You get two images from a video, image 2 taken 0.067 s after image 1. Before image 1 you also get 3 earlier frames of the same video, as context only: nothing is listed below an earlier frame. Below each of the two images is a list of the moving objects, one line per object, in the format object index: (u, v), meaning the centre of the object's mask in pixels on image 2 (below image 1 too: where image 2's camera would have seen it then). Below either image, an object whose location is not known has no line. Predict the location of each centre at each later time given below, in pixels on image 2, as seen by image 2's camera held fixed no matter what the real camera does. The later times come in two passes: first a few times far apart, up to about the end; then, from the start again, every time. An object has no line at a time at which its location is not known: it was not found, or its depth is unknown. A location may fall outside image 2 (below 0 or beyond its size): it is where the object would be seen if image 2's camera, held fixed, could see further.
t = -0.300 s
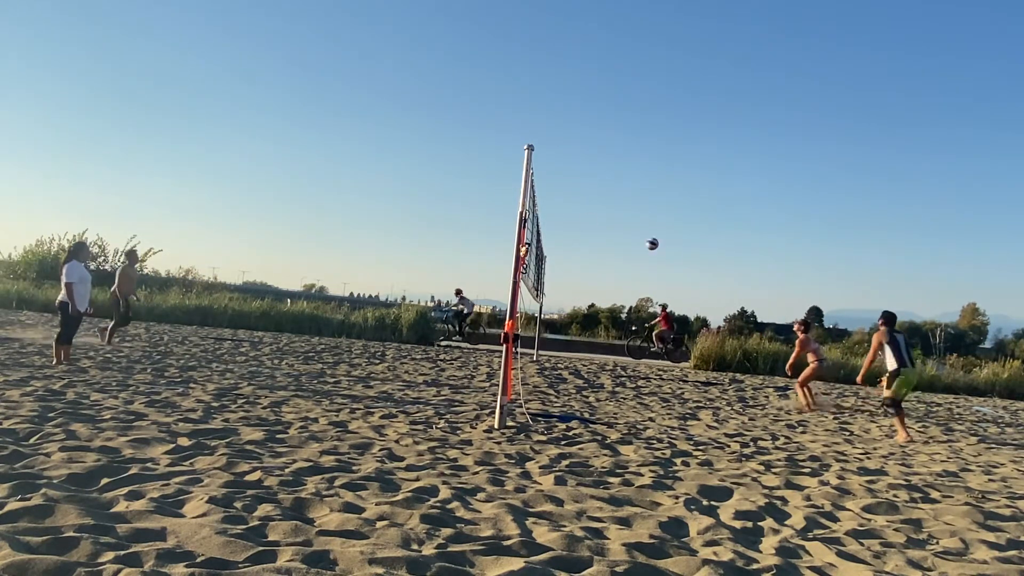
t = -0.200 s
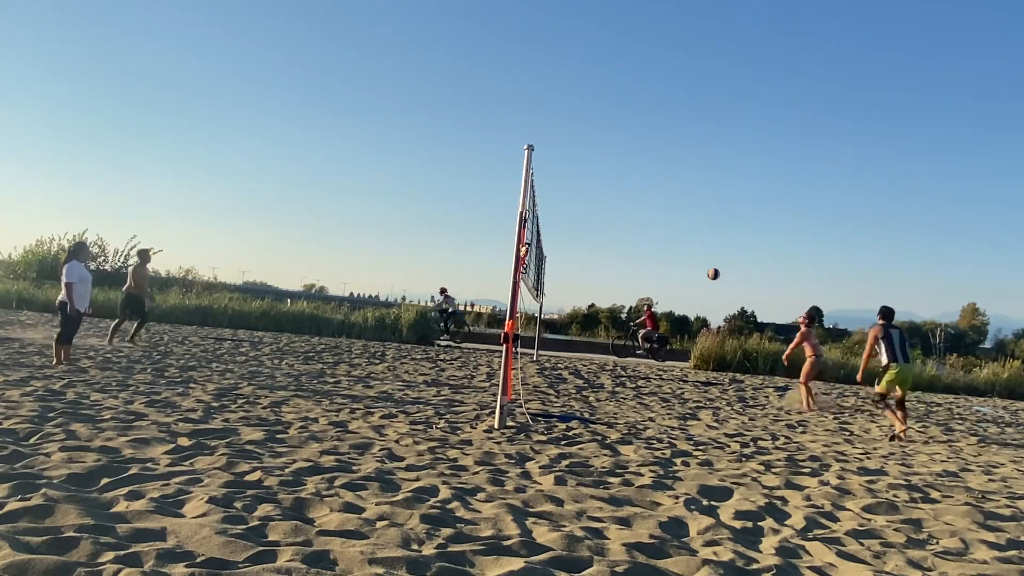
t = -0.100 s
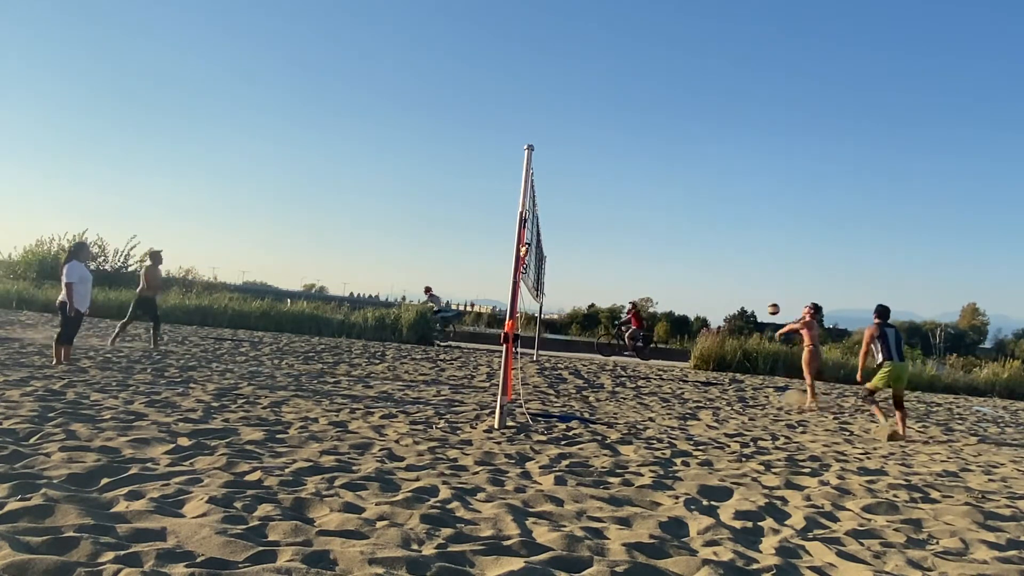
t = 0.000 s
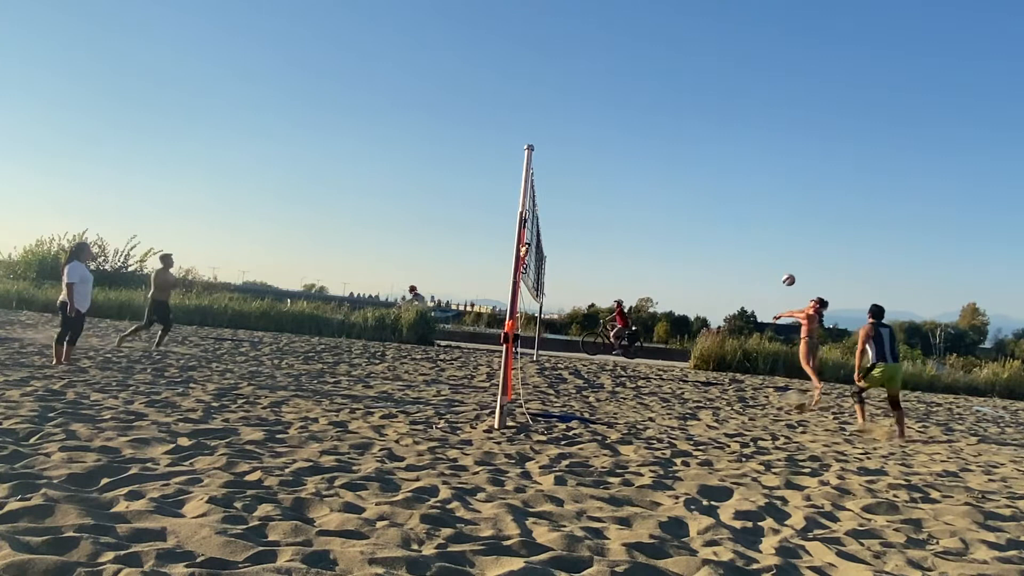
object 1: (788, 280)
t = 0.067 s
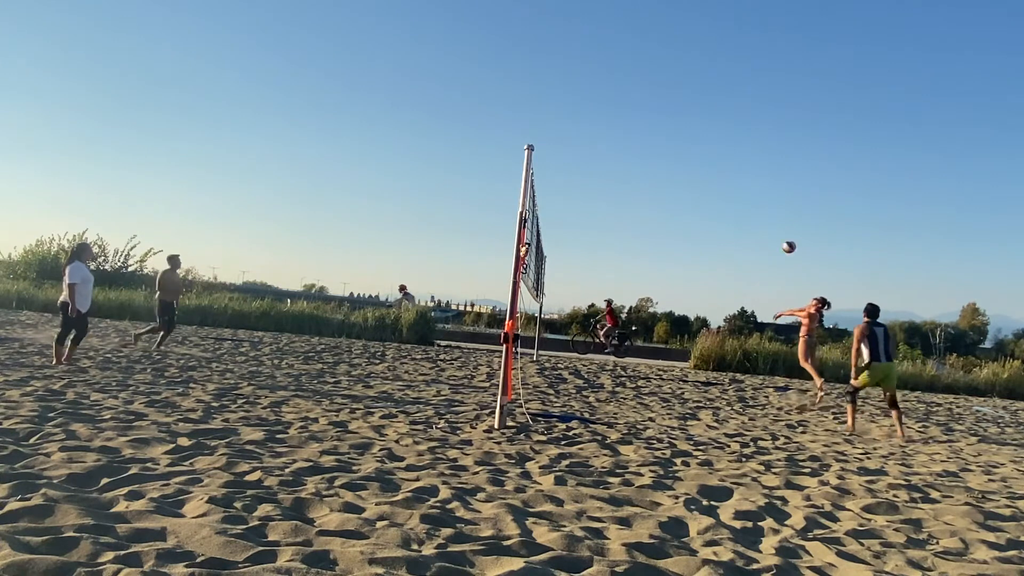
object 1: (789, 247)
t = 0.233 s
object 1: (790, 174)
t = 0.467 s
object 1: (791, 97)
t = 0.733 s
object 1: (790, 45)
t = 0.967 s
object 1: (788, 32)
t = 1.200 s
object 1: (785, 56)
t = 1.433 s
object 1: (777, 120)
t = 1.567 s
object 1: (771, 176)
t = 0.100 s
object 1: (789, 231)
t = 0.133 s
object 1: (789, 216)
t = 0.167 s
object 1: (790, 201)
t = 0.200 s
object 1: (790, 187)
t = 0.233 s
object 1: (790, 174)
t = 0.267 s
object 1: (790, 162)
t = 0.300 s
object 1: (790, 149)
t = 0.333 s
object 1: (791, 138)
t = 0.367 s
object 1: (791, 127)
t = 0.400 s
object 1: (791, 116)
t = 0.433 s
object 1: (791, 106)
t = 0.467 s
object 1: (791, 97)
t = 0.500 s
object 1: (791, 88)
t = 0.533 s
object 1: (791, 80)
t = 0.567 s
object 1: (790, 73)
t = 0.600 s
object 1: (791, 66)
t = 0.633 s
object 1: (791, 59)
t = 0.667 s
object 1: (790, 54)
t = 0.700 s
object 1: (791, 49)
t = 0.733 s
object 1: (790, 45)
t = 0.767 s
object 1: (790, 41)
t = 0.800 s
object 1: (790, 38)
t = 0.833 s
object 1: (790, 35)
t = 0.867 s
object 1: (789, 34)
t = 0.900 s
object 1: (789, 33)
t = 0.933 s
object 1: (789, 32)
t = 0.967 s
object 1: (788, 32)
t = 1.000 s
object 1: (788, 33)
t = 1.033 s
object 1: (787, 36)
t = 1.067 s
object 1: (787, 38)
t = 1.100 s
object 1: (786, 41)
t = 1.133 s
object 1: (786, 45)
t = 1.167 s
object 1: (785, 50)
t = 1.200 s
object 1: (785, 56)
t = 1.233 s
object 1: (784, 63)
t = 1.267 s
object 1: (782, 70)
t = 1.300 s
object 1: (781, 78)
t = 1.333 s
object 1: (781, 87)
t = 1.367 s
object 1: (780, 97)
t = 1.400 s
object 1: (778, 108)
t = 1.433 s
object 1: (777, 120)
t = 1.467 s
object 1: (776, 133)
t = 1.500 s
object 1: (774, 146)
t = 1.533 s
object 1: (772, 161)
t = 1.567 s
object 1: (771, 176)
